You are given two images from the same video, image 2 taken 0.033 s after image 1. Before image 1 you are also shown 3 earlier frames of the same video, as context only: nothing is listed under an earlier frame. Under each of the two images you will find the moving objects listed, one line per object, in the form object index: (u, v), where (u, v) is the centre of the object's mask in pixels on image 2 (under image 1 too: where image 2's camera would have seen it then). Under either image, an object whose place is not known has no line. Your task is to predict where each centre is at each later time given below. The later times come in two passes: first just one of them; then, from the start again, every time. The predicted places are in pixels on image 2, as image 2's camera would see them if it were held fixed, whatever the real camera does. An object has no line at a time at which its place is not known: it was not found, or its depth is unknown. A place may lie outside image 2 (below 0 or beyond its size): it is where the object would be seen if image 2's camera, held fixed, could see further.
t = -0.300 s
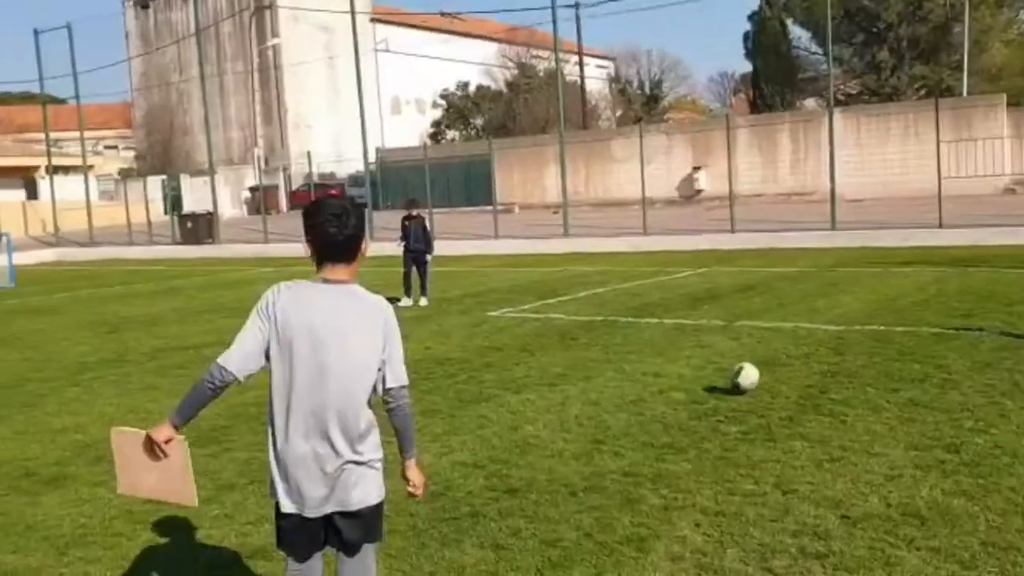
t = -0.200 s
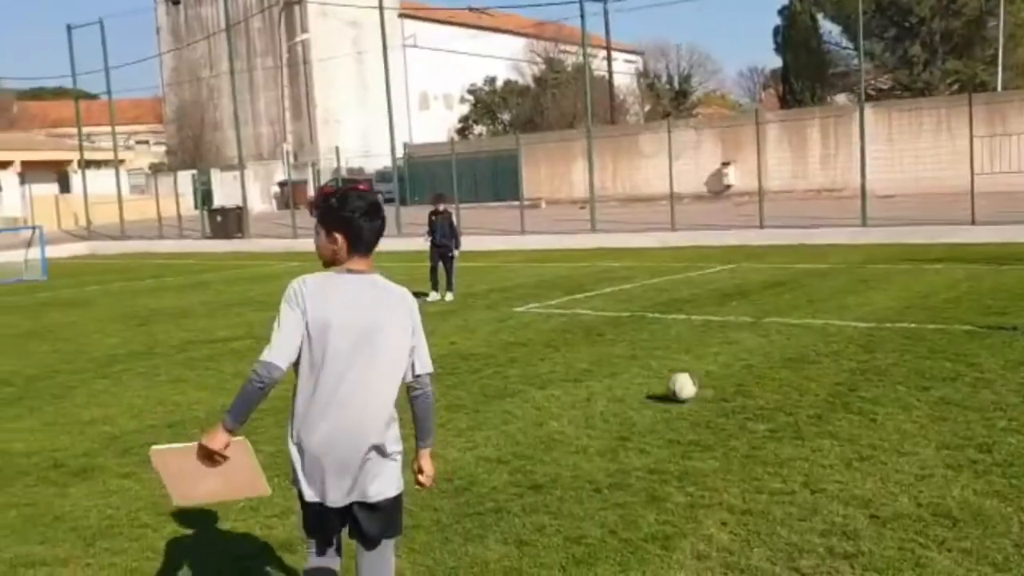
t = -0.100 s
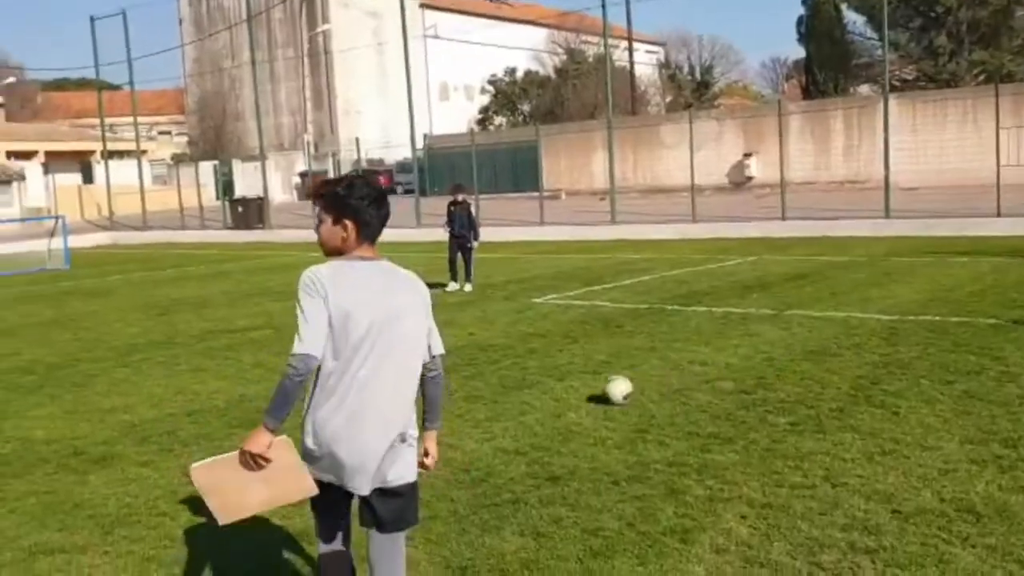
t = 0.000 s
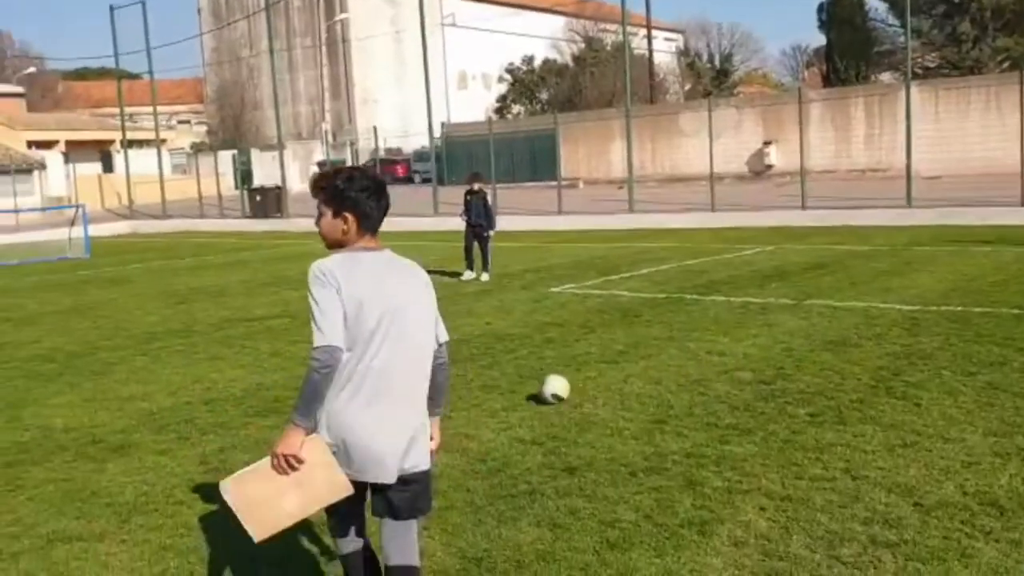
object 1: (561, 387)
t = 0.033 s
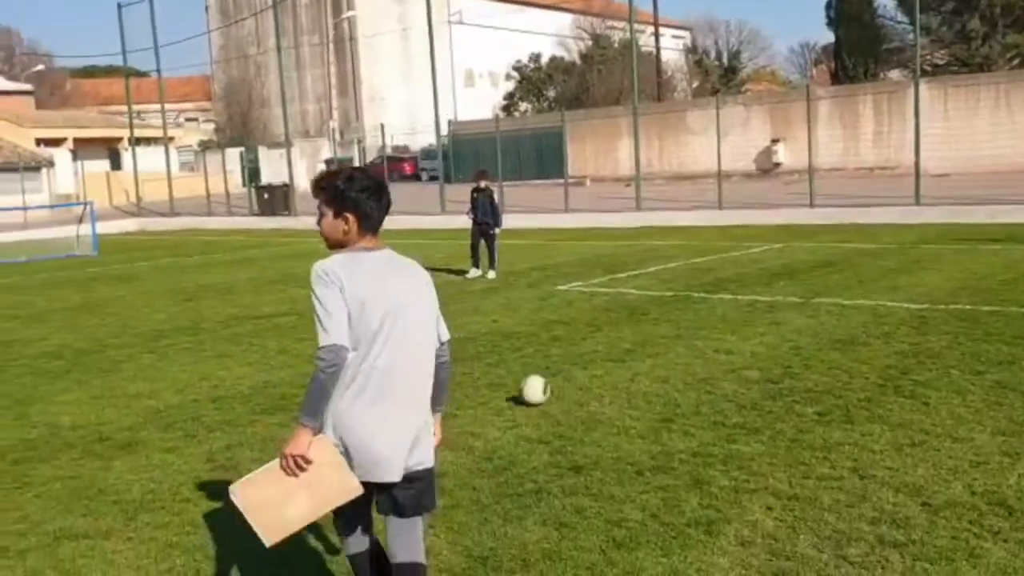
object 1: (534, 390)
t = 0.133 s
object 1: (455, 400)
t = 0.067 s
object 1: (508, 393)
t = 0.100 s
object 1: (482, 397)
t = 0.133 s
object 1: (455, 400)
